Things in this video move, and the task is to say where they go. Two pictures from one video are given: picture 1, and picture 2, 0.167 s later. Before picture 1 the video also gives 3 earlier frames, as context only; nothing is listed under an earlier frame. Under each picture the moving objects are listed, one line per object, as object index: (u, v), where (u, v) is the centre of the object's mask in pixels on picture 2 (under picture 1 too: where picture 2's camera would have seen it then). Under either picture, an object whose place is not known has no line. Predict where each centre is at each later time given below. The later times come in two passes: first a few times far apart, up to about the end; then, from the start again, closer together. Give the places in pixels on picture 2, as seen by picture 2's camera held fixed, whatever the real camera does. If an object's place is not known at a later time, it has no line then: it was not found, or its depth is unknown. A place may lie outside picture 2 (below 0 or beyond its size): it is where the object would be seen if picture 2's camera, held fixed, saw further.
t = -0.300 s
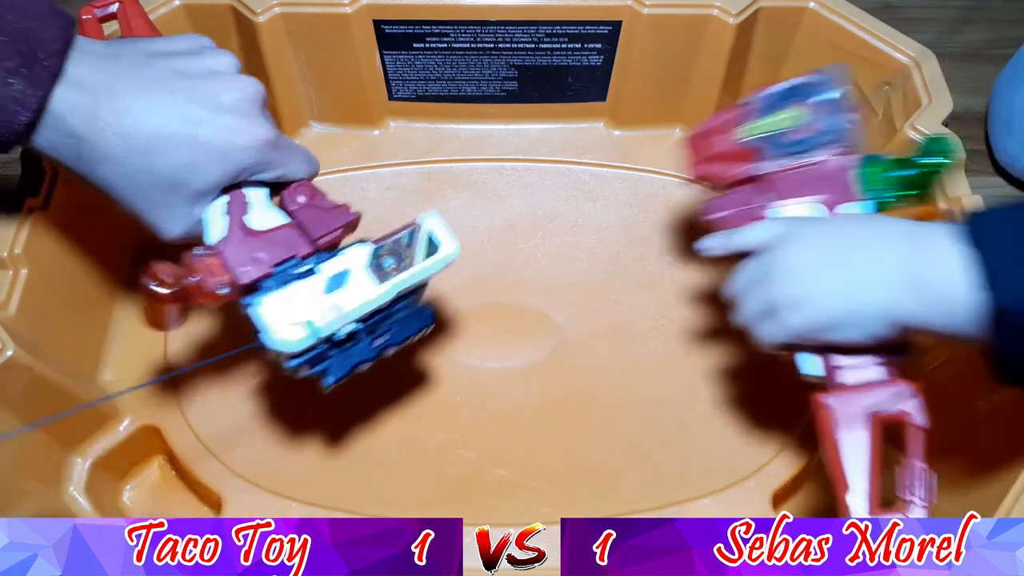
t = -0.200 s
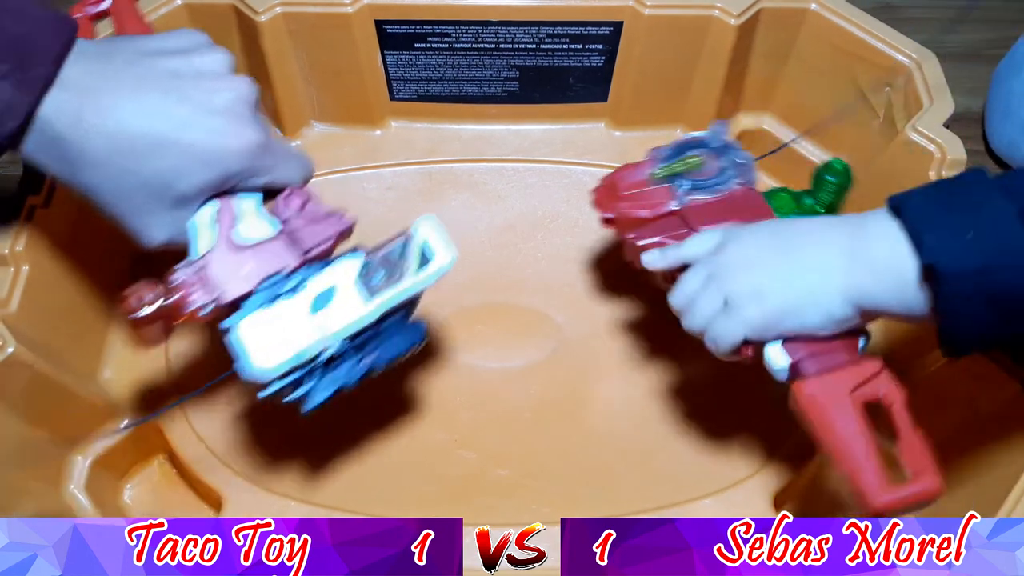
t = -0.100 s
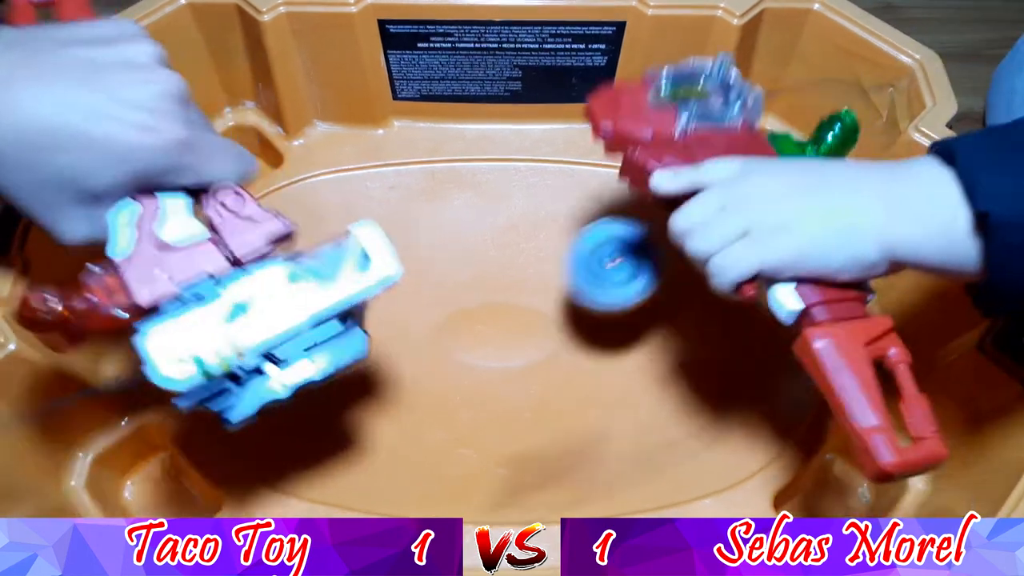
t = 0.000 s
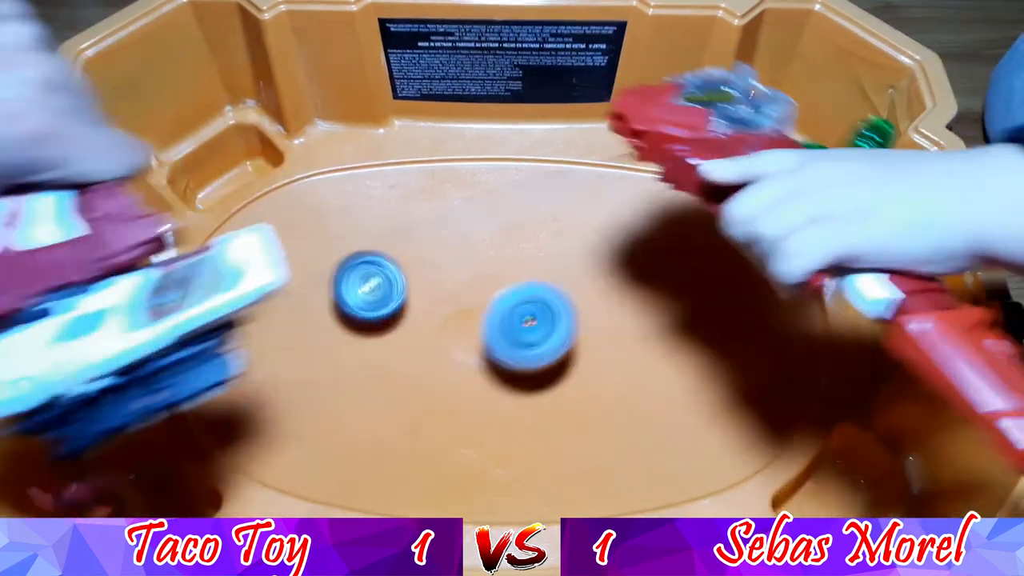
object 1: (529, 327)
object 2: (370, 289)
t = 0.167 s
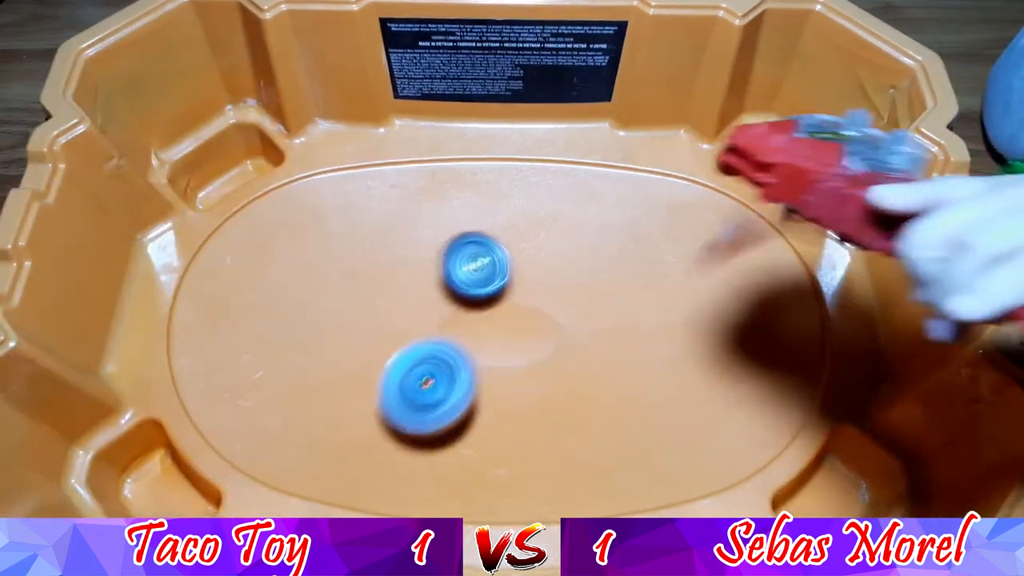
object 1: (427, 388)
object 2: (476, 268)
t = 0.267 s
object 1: (388, 396)
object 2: (537, 250)
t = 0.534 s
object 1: (398, 349)
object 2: (649, 216)
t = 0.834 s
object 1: (491, 287)
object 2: (660, 224)
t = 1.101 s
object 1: (457, 296)
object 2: (698, 258)
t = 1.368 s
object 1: (204, 363)
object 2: (750, 268)
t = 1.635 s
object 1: (251, 392)
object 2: (475, 325)
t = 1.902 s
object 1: (386, 382)
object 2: (440, 321)
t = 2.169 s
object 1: (473, 320)
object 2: (611, 340)
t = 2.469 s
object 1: (483, 239)
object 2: (698, 361)
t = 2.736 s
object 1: (479, 244)
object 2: (641, 357)
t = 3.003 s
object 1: (469, 281)
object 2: (567, 386)
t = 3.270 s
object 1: (438, 245)
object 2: (549, 432)
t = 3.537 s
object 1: (479, 274)
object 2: (494, 373)
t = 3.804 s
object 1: (572, 206)
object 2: (393, 409)
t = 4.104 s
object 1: (607, 240)
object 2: (370, 363)
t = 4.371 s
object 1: (560, 324)
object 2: (418, 297)
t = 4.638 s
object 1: (544, 354)
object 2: (449, 228)
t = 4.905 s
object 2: (464, 236)
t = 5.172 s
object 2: (478, 273)
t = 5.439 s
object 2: (503, 248)
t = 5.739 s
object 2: (537, 256)
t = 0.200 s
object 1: (412, 391)
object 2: (496, 261)
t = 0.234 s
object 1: (398, 396)
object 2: (516, 256)
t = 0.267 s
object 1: (388, 396)
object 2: (537, 250)
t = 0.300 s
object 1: (381, 396)
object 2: (557, 243)
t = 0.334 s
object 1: (376, 393)
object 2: (575, 239)
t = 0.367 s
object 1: (374, 387)
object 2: (591, 234)
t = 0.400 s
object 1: (374, 382)
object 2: (605, 229)
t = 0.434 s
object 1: (377, 375)
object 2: (618, 226)
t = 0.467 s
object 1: (383, 367)
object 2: (630, 222)
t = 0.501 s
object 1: (389, 358)
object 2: (640, 219)
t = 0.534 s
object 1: (398, 349)
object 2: (649, 216)
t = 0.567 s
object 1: (408, 340)
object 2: (657, 214)
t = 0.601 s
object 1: (419, 331)
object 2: (662, 213)
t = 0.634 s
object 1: (430, 322)
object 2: (667, 213)
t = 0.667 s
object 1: (442, 314)
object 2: (669, 213)
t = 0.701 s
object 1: (452, 306)
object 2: (671, 214)
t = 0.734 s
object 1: (463, 301)
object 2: (670, 215)
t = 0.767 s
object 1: (473, 294)
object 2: (668, 218)
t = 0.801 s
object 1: (483, 290)
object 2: (665, 220)
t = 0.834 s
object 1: (491, 287)
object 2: (660, 224)
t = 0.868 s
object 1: (499, 284)
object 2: (654, 229)
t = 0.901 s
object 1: (507, 283)
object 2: (646, 233)
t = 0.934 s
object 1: (514, 281)
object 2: (638, 239)
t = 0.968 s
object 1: (520, 281)
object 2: (629, 246)
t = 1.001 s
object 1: (526, 282)
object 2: (620, 254)
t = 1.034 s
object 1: (530, 282)
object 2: (610, 261)
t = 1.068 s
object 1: (498, 289)
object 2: (646, 262)
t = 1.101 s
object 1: (457, 296)
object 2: (698, 258)
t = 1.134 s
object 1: (415, 304)
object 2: (745, 253)
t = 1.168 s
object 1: (375, 312)
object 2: (791, 247)
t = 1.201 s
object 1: (337, 320)
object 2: (835, 239)
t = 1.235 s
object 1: (303, 327)
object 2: (852, 235)
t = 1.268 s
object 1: (268, 337)
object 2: (834, 238)
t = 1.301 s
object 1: (242, 346)
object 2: (811, 247)
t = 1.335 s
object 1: (220, 355)
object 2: (781, 259)
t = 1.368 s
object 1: (204, 363)
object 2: (750, 268)
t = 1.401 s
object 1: (192, 370)
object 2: (715, 276)
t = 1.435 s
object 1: (187, 376)
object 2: (680, 284)
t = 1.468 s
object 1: (186, 382)
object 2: (645, 292)
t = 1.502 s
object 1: (190, 386)
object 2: (609, 300)
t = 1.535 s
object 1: (198, 390)
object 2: (573, 308)
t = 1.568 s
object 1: (211, 392)
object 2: (539, 313)
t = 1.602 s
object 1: (229, 393)
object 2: (506, 320)
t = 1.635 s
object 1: (251, 392)
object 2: (475, 325)
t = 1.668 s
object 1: (276, 389)
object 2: (445, 333)
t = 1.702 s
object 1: (303, 387)
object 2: (417, 338)
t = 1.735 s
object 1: (331, 381)
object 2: (396, 340)
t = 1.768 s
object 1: (342, 385)
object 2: (396, 333)
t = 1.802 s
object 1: (351, 387)
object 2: (402, 329)
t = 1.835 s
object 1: (362, 387)
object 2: (413, 326)
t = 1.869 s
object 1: (374, 386)
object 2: (426, 323)
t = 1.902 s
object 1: (386, 382)
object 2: (440, 321)
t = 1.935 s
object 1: (400, 377)
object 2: (457, 319)
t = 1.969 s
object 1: (414, 372)
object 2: (474, 320)
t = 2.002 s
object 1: (426, 365)
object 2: (493, 321)
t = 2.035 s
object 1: (438, 357)
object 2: (516, 322)
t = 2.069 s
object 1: (448, 350)
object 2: (541, 325)
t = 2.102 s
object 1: (457, 340)
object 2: (565, 331)
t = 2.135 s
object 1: (466, 330)
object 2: (590, 335)
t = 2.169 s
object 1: (473, 320)
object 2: (611, 340)
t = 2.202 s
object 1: (478, 311)
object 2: (630, 343)
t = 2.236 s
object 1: (481, 301)
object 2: (647, 348)
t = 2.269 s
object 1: (483, 292)
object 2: (662, 352)
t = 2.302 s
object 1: (485, 283)
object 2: (674, 355)
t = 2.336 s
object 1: (486, 273)
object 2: (685, 358)
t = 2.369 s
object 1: (485, 263)
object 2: (691, 360)
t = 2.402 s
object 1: (485, 253)
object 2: (695, 360)
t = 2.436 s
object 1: (484, 245)
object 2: (698, 360)
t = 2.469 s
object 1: (483, 239)
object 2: (698, 361)
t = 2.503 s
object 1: (482, 234)
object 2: (696, 361)
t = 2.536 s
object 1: (481, 231)
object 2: (693, 360)
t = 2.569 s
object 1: (480, 230)
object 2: (688, 360)
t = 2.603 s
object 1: (479, 230)
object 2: (681, 360)
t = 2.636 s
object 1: (478, 231)
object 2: (672, 360)
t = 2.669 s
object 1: (478, 233)
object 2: (663, 359)
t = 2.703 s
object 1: (478, 238)
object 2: (652, 358)
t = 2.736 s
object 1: (479, 244)
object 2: (641, 357)
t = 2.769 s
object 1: (480, 250)
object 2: (630, 355)
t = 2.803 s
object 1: (482, 258)
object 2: (618, 355)
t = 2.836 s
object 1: (483, 266)
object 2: (605, 353)
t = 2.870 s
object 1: (486, 275)
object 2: (592, 353)
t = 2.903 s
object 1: (487, 283)
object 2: (579, 351)
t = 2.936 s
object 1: (490, 291)
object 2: (567, 351)
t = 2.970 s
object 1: (490, 295)
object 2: (558, 353)
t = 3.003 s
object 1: (469, 281)
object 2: (567, 386)
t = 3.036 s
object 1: (460, 273)
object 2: (570, 407)
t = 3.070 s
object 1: (453, 265)
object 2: (570, 417)
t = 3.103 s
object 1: (447, 259)
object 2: (569, 430)
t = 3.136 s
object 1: (443, 254)
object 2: (566, 434)
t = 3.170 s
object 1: (439, 250)
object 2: (561, 437)
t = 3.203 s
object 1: (437, 246)
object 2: (557, 436)
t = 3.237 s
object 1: (437, 245)
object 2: (553, 434)
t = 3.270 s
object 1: (438, 245)
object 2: (549, 432)
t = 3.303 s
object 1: (439, 246)
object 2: (544, 427)
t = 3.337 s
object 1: (443, 248)
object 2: (539, 421)
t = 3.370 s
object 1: (447, 251)
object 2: (533, 415)
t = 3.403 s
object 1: (452, 255)
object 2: (527, 408)
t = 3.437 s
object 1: (458, 259)
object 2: (520, 400)
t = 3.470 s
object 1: (464, 264)
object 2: (511, 392)
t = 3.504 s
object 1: (471, 269)
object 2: (502, 382)
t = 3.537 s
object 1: (479, 274)
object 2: (494, 373)
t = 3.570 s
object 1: (486, 278)
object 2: (484, 364)
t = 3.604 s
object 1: (498, 269)
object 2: (468, 373)
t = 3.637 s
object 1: (512, 255)
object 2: (452, 386)
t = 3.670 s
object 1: (525, 241)
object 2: (438, 395)
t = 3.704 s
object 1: (538, 230)
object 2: (424, 401)
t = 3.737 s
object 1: (550, 220)
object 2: (411, 405)
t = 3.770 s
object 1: (561, 212)
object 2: (401, 408)
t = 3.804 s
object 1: (572, 206)
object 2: (393, 409)
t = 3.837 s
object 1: (581, 201)
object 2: (385, 407)
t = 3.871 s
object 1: (589, 200)
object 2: (377, 404)
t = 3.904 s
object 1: (596, 199)
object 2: (370, 400)
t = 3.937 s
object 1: (601, 201)
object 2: (365, 395)
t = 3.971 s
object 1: (605, 205)
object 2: (363, 389)
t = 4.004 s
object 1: (608, 212)
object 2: (362, 384)
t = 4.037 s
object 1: (609, 219)
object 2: (364, 377)
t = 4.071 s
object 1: (608, 229)
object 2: (366, 370)
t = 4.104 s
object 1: (607, 240)
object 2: (370, 363)
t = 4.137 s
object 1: (605, 252)
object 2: (375, 356)
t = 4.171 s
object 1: (601, 263)
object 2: (381, 348)
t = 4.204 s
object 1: (596, 275)
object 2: (387, 340)
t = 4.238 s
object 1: (589, 286)
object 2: (393, 332)
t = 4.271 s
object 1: (583, 298)
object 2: (400, 324)
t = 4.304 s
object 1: (575, 307)
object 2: (406, 316)
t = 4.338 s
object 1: (568, 316)
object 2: (412, 307)
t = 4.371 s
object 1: (560, 324)
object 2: (418, 297)
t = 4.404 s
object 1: (553, 330)
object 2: (424, 288)
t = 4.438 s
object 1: (548, 335)
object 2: (429, 278)
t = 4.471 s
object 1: (545, 339)
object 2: (434, 268)
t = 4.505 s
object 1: (544, 344)
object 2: (438, 258)
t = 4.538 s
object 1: (544, 348)
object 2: (442, 250)
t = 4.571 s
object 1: (544, 351)
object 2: (445, 241)
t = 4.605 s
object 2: (447, 234)
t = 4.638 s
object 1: (544, 354)
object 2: (449, 228)
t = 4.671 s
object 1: (544, 354)
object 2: (451, 225)
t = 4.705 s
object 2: (454, 225)
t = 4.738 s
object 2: (456, 223)
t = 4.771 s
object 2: (458, 225)
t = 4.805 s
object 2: (460, 225)
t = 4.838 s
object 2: (461, 228)
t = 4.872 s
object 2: (463, 231)
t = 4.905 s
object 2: (464, 236)
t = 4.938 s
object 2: (466, 239)
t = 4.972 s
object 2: (467, 244)
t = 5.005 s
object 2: (469, 249)
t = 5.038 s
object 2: (471, 254)
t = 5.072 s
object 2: (472, 259)
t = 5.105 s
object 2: (474, 265)
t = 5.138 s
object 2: (475, 269)
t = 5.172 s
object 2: (478, 273)
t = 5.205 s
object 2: (481, 276)
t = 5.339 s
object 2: (490, 263)
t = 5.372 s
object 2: (494, 258)
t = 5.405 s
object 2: (498, 253)
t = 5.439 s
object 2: (503, 248)
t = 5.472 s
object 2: (508, 245)
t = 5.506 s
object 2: (513, 243)
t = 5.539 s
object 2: (517, 241)
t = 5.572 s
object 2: (519, 240)
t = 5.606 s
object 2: (521, 241)
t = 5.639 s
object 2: (525, 243)
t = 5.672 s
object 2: (528, 246)
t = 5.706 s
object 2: (533, 251)
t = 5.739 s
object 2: (537, 256)
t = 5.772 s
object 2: (543, 261)
